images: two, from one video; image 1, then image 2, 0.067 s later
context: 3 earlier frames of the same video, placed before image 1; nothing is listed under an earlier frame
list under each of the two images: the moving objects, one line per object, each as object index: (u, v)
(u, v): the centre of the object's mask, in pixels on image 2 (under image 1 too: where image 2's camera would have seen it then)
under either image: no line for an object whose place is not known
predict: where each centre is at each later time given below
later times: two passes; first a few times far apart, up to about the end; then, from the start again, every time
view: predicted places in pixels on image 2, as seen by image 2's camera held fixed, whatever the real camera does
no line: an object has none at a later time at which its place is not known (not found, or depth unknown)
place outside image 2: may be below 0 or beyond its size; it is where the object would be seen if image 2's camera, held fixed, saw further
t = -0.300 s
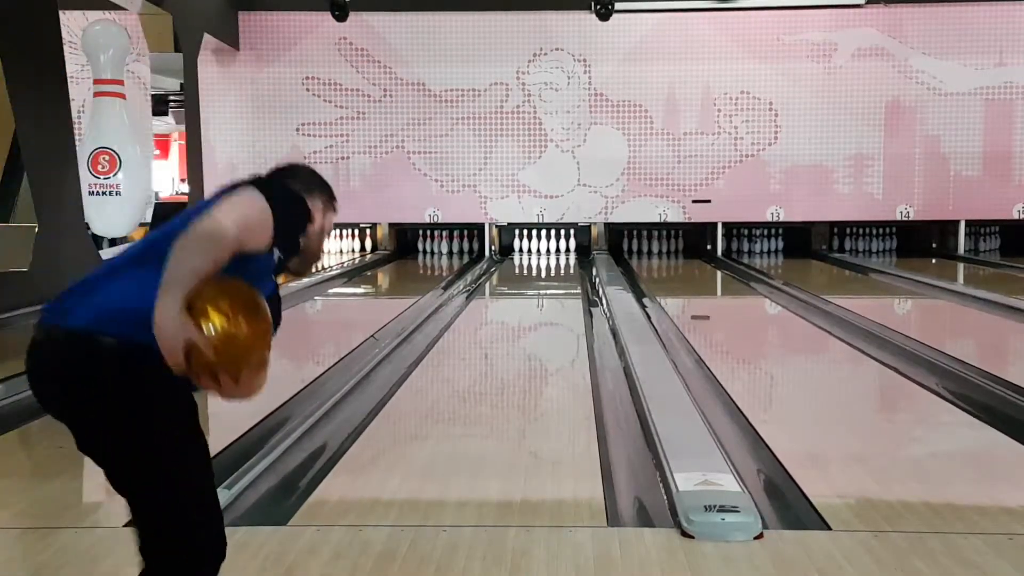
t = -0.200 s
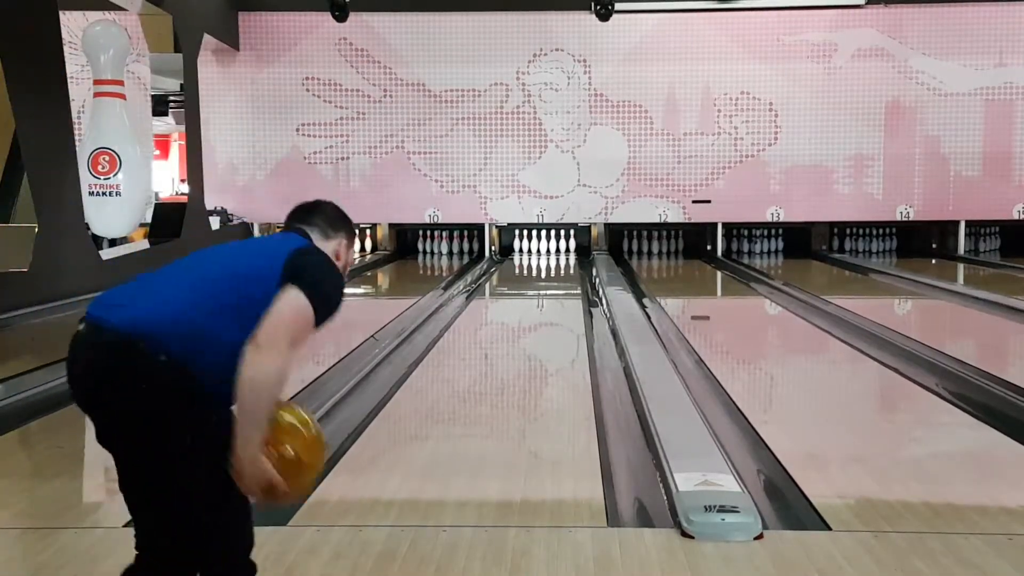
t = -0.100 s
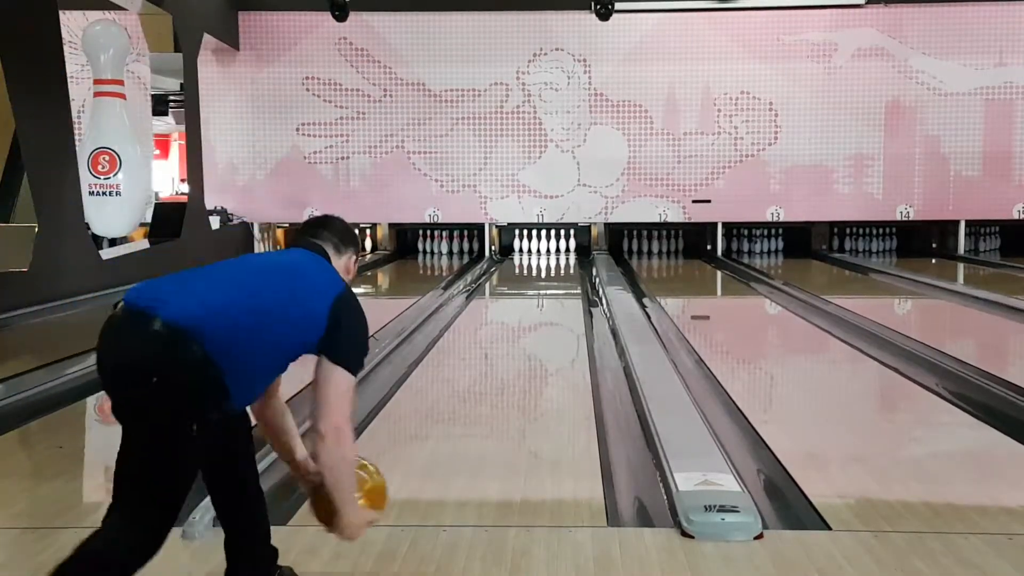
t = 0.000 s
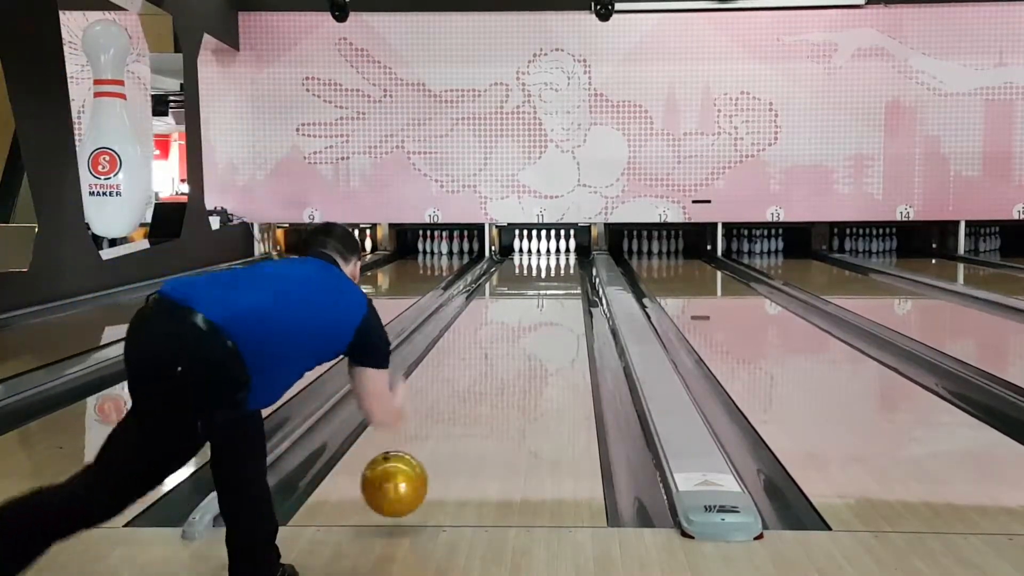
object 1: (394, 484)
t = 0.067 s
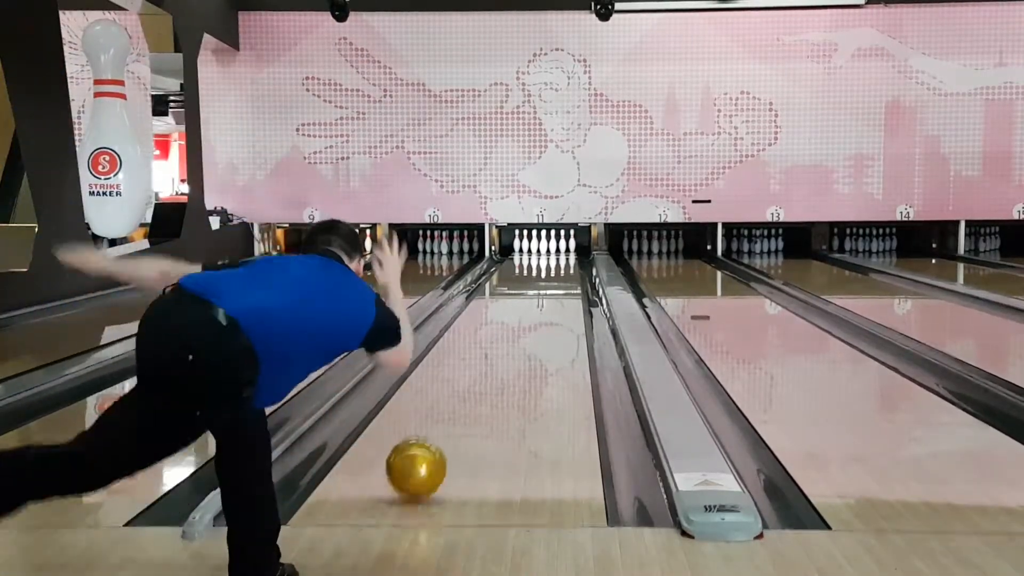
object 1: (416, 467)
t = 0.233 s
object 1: (455, 419)
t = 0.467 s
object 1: (490, 372)
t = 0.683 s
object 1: (512, 342)
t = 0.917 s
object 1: (529, 319)
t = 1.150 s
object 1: (540, 303)
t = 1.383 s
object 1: (549, 290)
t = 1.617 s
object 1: (556, 279)
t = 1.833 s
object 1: (560, 271)
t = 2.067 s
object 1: (562, 265)
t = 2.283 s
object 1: (562, 259)
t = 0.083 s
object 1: (421, 459)
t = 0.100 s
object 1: (425, 454)
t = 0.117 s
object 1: (430, 450)
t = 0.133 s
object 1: (434, 446)
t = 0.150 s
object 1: (439, 442)
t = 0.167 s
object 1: (441, 437)
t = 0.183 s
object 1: (445, 432)
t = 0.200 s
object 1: (449, 427)
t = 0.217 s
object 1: (452, 423)
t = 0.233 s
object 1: (455, 419)
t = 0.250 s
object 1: (458, 415)
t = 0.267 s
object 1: (461, 411)
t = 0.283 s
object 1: (464, 407)
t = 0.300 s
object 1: (467, 403)
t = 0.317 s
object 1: (470, 399)
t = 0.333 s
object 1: (472, 396)
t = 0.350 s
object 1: (475, 392)
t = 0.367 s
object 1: (477, 389)
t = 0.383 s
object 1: (480, 386)
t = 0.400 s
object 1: (482, 383)
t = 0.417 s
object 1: (484, 380)
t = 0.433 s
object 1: (486, 377)
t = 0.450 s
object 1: (488, 375)
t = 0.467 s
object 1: (490, 372)
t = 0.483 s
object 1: (492, 369)
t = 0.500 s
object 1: (494, 367)
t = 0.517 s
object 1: (496, 364)
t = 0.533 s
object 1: (498, 361)
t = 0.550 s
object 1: (500, 359)
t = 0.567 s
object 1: (501, 357)
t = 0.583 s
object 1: (503, 355)
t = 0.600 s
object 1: (505, 352)
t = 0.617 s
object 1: (506, 350)
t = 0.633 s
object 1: (508, 348)
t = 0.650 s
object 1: (509, 346)
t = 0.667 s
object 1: (511, 344)
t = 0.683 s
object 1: (512, 342)
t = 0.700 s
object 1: (514, 340)
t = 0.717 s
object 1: (515, 338)
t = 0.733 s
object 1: (516, 336)
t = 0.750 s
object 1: (517, 335)
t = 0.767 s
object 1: (519, 333)
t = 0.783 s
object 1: (520, 331)
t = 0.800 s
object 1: (521, 330)
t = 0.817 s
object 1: (522, 328)
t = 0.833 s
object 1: (523, 326)
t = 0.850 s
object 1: (524, 325)
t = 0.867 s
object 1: (525, 323)
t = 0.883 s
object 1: (526, 322)
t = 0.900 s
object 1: (527, 321)
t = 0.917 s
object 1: (529, 319)
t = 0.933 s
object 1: (529, 318)
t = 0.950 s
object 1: (530, 317)
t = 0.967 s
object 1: (531, 315)
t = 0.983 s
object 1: (532, 314)
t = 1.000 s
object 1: (533, 313)
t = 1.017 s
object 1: (534, 311)
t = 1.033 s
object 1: (535, 310)
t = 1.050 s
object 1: (536, 309)
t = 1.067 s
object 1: (536, 308)
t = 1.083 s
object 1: (537, 307)
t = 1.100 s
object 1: (538, 306)
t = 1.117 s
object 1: (539, 305)
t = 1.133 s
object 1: (539, 304)
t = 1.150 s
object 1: (540, 303)
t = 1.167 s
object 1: (541, 302)
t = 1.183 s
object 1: (542, 301)
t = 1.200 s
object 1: (542, 300)
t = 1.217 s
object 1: (543, 299)
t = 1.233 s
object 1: (543, 299)
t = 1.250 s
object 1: (544, 297)
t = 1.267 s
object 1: (545, 296)
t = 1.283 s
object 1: (545, 296)
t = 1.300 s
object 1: (546, 295)
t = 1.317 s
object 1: (547, 293)
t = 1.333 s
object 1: (547, 293)
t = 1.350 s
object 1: (548, 292)
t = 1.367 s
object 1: (548, 291)
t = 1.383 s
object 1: (549, 290)
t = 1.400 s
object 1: (549, 289)
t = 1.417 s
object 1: (550, 289)
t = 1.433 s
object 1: (551, 288)
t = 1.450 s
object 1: (551, 287)
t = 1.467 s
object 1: (552, 286)
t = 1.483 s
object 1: (553, 285)
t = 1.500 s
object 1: (553, 284)
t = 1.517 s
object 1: (553, 283)
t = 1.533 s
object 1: (553, 283)
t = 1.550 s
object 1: (554, 282)
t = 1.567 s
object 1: (555, 281)
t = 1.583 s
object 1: (555, 281)
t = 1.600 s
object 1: (555, 280)
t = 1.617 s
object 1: (556, 279)
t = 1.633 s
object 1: (556, 279)
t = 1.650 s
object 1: (556, 278)
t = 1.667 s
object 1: (557, 277)
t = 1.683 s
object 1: (557, 277)
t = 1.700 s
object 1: (558, 276)
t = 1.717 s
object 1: (557, 275)
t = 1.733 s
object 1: (558, 275)
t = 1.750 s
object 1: (558, 274)
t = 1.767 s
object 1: (558, 274)
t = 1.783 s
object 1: (558, 273)
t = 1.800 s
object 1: (558, 273)
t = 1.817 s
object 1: (560, 272)
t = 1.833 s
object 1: (560, 271)
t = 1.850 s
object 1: (560, 271)
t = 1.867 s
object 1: (561, 270)
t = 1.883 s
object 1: (561, 270)
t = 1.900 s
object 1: (561, 270)
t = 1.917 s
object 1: (561, 269)
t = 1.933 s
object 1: (561, 269)
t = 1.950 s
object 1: (562, 268)
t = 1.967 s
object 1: (562, 267)
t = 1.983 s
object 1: (562, 267)
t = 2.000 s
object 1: (562, 267)
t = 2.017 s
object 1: (562, 266)
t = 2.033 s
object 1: (562, 266)
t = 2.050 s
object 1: (562, 265)
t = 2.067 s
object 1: (562, 265)
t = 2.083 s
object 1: (562, 265)
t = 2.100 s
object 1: (562, 264)
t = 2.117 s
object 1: (562, 264)
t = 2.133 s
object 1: (563, 263)
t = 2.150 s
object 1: (563, 263)
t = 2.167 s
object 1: (563, 262)
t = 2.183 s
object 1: (563, 261)
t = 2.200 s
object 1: (563, 261)
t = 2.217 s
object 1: (563, 261)
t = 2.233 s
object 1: (563, 261)
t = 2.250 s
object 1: (563, 261)
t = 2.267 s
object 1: (563, 260)
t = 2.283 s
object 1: (562, 259)
